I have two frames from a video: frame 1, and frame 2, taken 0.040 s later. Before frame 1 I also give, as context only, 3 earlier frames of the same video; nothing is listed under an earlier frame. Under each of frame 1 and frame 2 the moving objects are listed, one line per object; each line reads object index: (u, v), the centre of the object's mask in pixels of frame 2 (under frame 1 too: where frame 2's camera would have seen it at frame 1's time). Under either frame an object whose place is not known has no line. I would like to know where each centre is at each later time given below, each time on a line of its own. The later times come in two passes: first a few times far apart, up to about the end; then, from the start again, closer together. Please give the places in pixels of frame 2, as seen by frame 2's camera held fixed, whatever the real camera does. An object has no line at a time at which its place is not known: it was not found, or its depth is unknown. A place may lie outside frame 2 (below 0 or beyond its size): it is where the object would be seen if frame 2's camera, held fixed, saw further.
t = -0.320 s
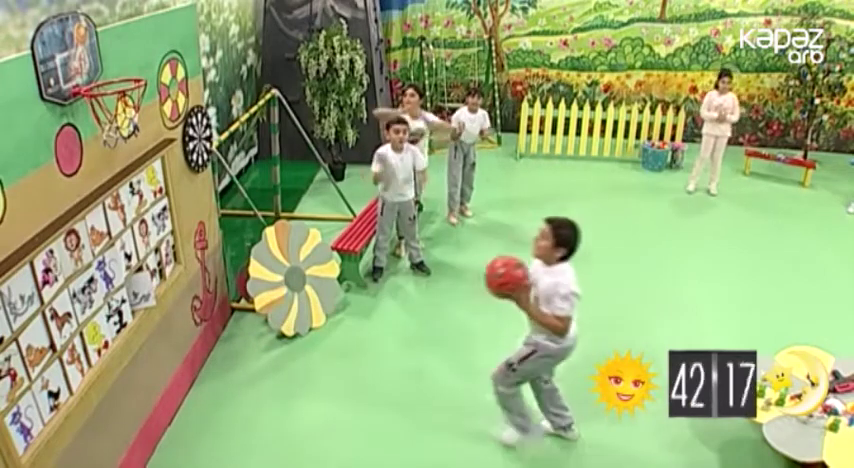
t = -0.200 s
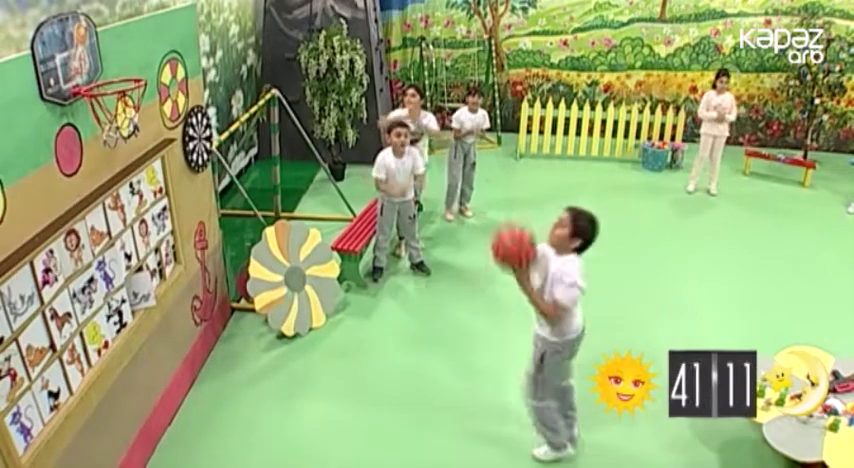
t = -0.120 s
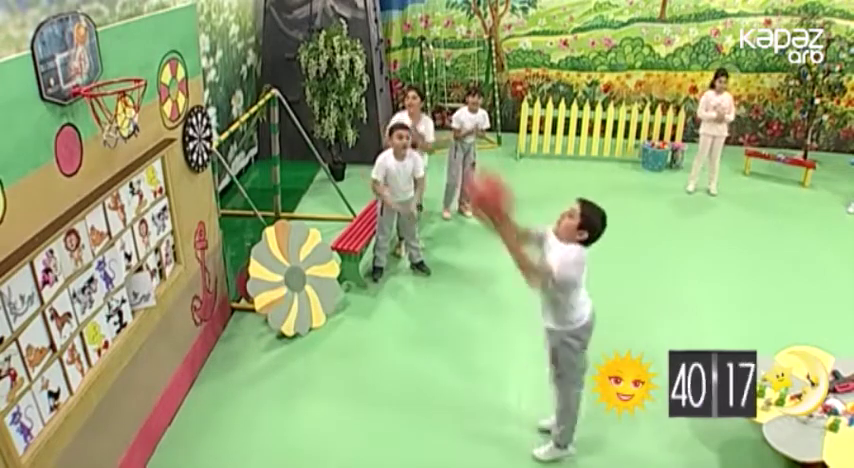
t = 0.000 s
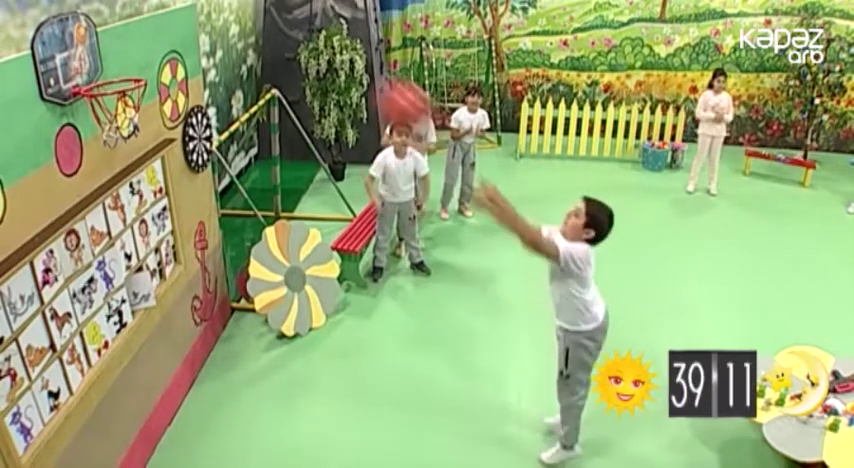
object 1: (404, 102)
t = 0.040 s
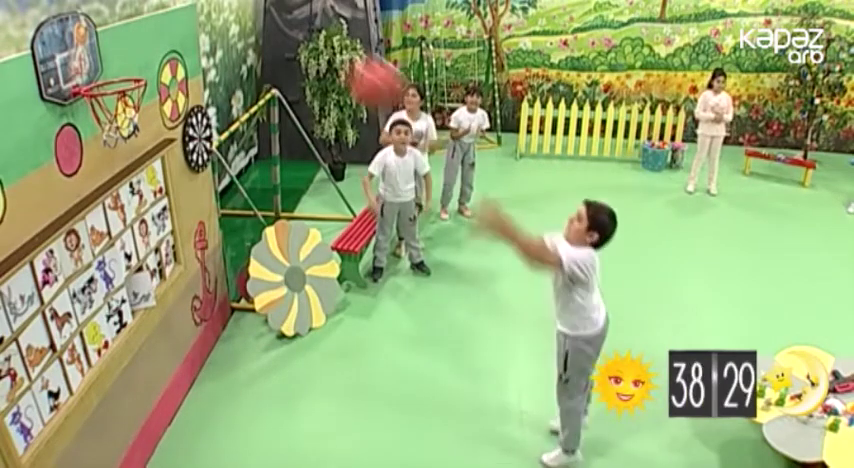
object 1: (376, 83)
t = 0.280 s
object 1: (203, 26)
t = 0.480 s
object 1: (97, 70)
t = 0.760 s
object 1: (122, 58)
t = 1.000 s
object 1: (115, 72)
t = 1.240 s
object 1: (123, 110)
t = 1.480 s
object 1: (151, 224)
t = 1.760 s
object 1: (200, 443)
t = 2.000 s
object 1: (192, 331)
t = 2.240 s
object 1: (203, 301)
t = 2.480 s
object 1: (228, 364)
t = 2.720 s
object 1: (248, 412)
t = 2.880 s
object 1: (250, 374)
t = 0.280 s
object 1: (203, 26)
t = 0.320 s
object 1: (177, 32)
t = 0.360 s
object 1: (150, 39)
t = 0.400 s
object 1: (128, 51)
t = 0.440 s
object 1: (103, 66)
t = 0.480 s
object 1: (97, 70)
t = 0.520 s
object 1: (101, 64)
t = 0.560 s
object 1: (107, 62)
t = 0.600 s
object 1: (110, 60)
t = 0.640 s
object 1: (115, 59)
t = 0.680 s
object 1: (119, 58)
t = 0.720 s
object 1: (121, 58)
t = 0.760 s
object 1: (122, 58)
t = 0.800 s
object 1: (123, 58)
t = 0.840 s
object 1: (123, 59)
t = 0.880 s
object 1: (123, 61)
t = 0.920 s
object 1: (122, 63)
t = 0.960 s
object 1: (120, 68)
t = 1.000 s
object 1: (115, 72)
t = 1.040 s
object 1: (110, 85)
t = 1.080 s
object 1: (108, 90)
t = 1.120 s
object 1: (112, 93)
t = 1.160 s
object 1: (118, 98)
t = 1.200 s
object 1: (121, 105)
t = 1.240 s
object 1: (123, 110)
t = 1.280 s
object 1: (129, 124)
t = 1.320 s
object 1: (131, 136)
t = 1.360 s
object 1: (135, 158)
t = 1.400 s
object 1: (140, 177)
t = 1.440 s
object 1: (146, 202)
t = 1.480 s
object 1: (151, 224)
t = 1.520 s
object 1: (158, 259)
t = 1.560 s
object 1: (164, 289)
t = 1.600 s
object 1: (170, 320)
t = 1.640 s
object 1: (176, 352)
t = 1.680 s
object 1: (185, 381)
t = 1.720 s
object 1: (194, 418)
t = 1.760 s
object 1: (200, 443)
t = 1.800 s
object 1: (199, 424)
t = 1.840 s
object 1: (198, 402)
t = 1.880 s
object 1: (195, 383)
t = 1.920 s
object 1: (193, 363)
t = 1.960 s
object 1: (192, 346)
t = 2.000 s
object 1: (192, 331)
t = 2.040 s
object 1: (191, 321)
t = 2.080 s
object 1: (193, 310)
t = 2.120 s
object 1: (195, 304)
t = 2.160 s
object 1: (198, 301)
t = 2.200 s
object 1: (200, 300)
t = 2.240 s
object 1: (203, 301)
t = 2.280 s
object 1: (207, 306)
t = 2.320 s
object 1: (209, 312)
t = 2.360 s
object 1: (213, 322)
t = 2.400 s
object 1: (217, 335)
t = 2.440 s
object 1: (223, 349)
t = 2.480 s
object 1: (228, 364)
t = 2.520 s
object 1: (234, 385)
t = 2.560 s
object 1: (239, 403)
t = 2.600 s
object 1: (245, 425)
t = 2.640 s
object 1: (249, 441)
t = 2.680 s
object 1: (248, 426)
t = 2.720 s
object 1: (248, 412)
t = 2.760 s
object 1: (248, 400)
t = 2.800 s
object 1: (249, 389)
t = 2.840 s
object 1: (249, 382)
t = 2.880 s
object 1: (250, 374)
